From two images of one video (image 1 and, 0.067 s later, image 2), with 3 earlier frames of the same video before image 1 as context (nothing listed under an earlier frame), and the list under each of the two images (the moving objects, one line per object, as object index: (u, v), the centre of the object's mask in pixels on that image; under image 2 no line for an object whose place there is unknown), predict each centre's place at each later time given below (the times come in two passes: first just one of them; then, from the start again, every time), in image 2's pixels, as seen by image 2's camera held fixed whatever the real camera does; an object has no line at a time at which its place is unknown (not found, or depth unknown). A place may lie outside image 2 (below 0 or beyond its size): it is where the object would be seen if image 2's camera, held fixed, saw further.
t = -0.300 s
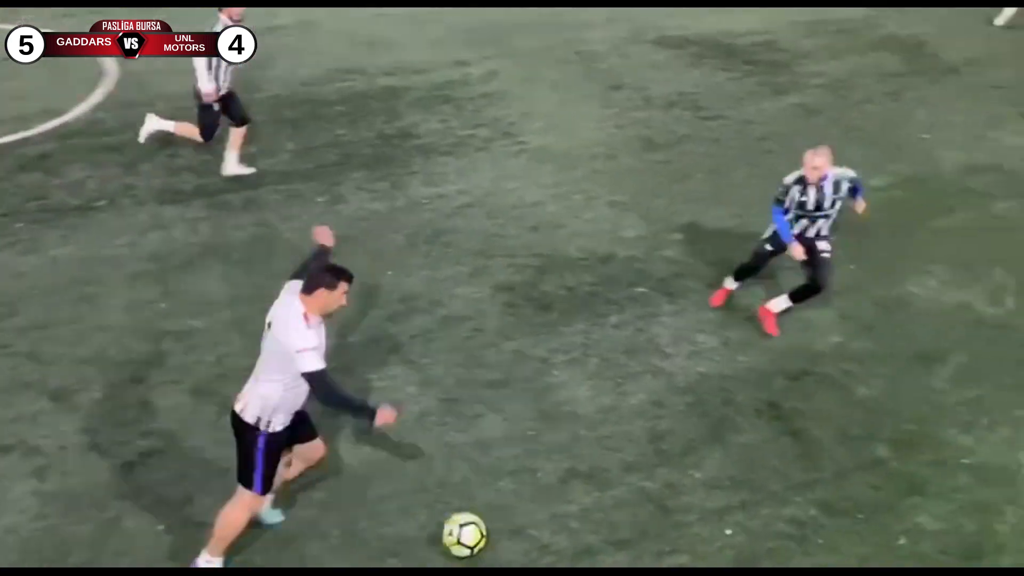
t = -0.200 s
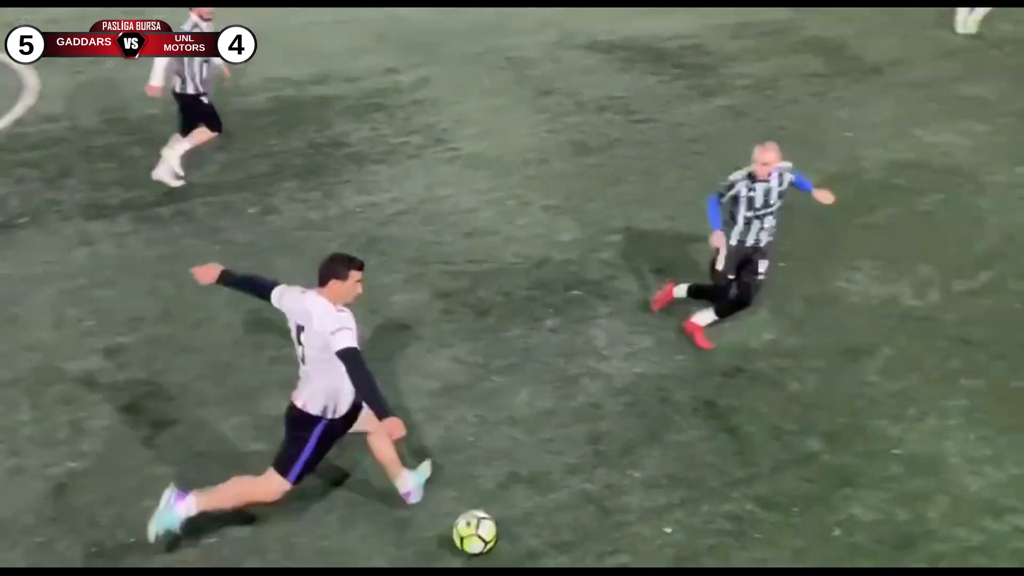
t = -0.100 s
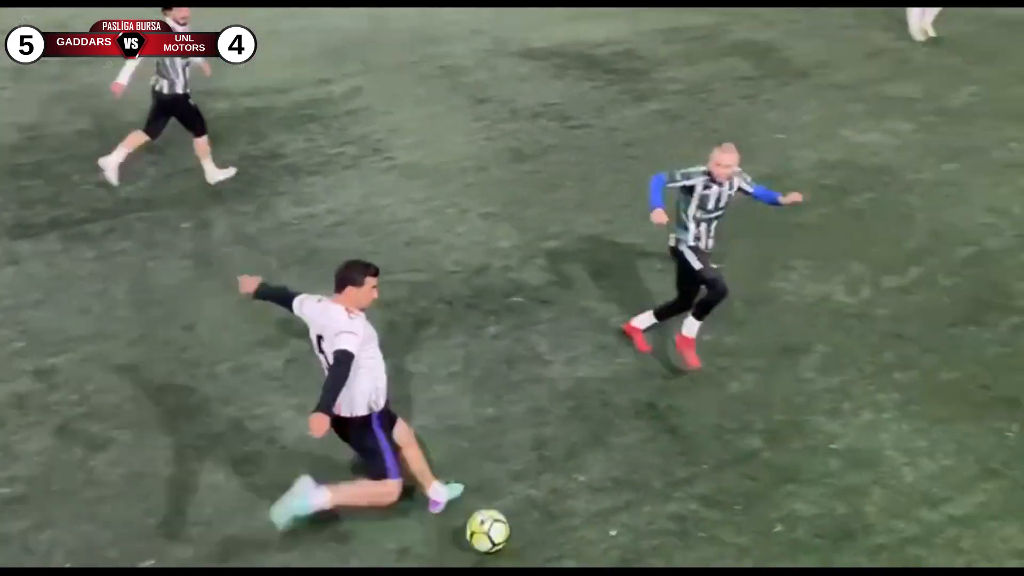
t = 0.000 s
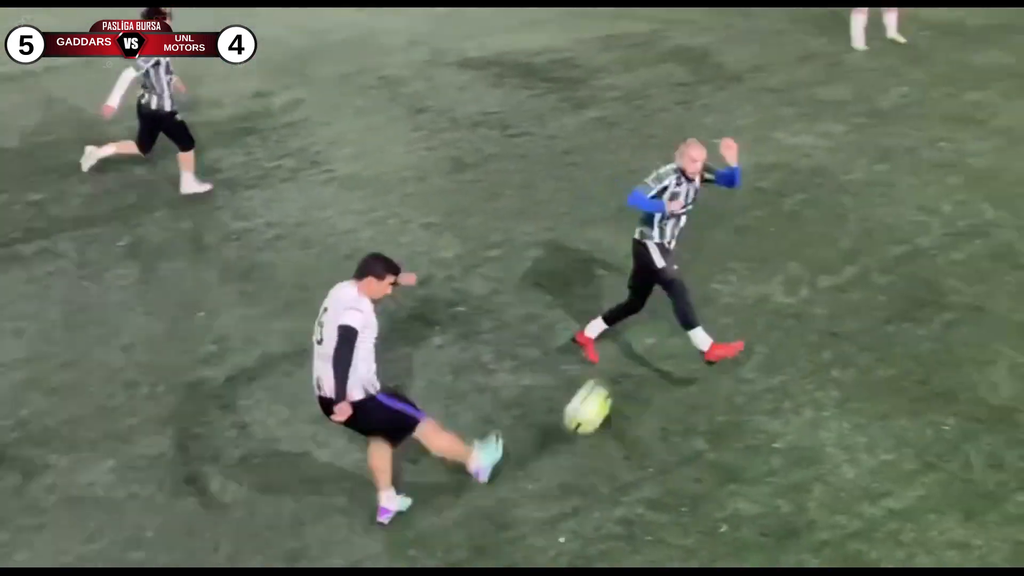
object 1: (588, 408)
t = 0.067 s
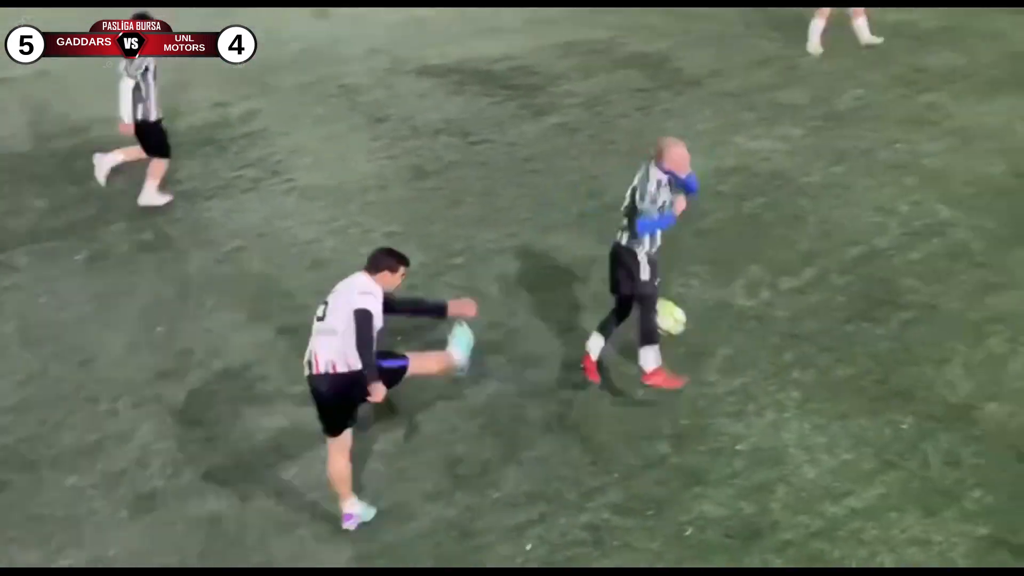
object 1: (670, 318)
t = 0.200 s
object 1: (863, 364)
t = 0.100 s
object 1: (716, 329)
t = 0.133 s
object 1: (769, 344)
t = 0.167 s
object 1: (820, 358)
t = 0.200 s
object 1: (863, 364)
